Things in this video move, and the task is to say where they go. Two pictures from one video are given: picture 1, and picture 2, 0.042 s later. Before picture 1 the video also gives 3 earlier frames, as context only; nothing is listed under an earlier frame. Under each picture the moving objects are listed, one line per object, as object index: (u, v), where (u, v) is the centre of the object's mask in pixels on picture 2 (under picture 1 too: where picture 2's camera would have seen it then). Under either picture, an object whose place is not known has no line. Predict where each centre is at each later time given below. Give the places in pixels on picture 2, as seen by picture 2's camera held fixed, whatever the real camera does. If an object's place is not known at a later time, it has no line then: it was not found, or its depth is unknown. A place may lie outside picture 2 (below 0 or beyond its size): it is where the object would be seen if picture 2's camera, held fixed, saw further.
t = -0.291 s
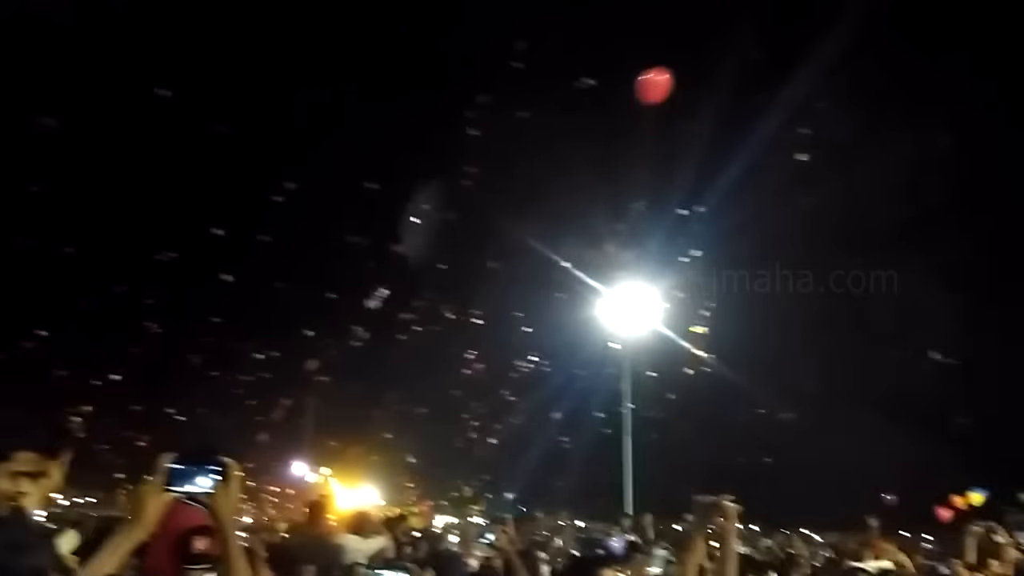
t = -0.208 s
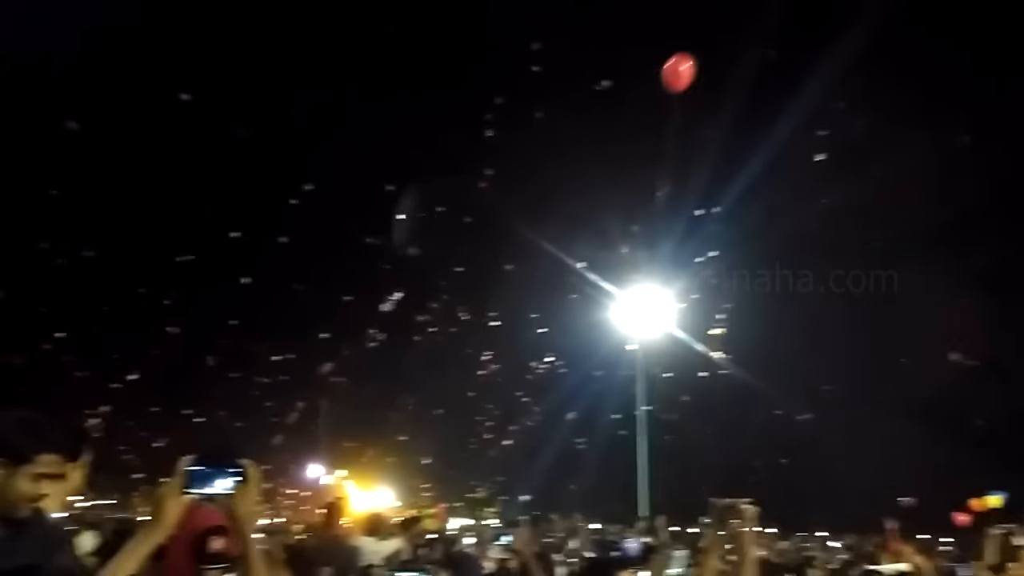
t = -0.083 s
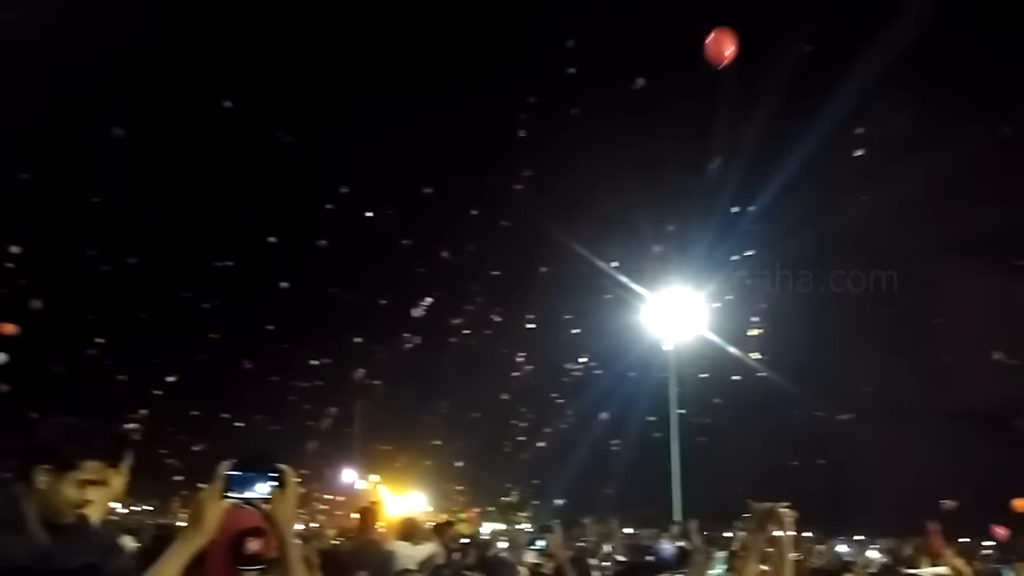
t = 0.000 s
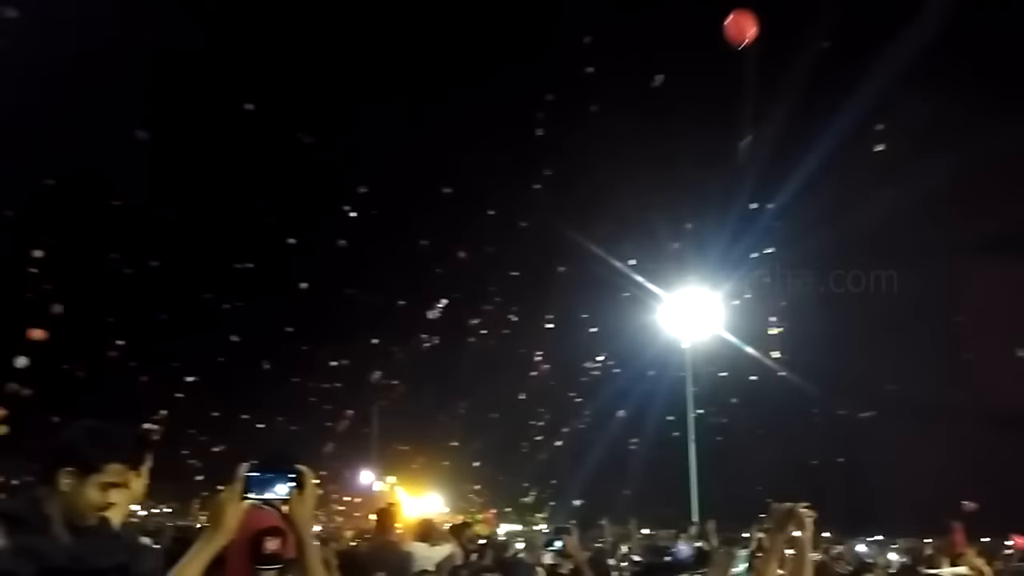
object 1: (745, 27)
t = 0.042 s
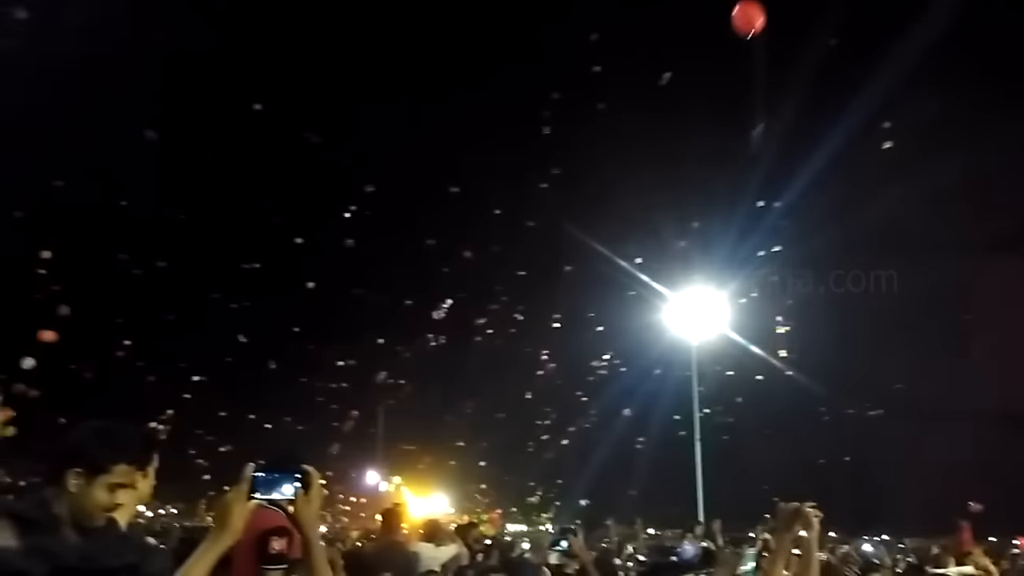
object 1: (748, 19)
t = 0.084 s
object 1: (751, 11)
